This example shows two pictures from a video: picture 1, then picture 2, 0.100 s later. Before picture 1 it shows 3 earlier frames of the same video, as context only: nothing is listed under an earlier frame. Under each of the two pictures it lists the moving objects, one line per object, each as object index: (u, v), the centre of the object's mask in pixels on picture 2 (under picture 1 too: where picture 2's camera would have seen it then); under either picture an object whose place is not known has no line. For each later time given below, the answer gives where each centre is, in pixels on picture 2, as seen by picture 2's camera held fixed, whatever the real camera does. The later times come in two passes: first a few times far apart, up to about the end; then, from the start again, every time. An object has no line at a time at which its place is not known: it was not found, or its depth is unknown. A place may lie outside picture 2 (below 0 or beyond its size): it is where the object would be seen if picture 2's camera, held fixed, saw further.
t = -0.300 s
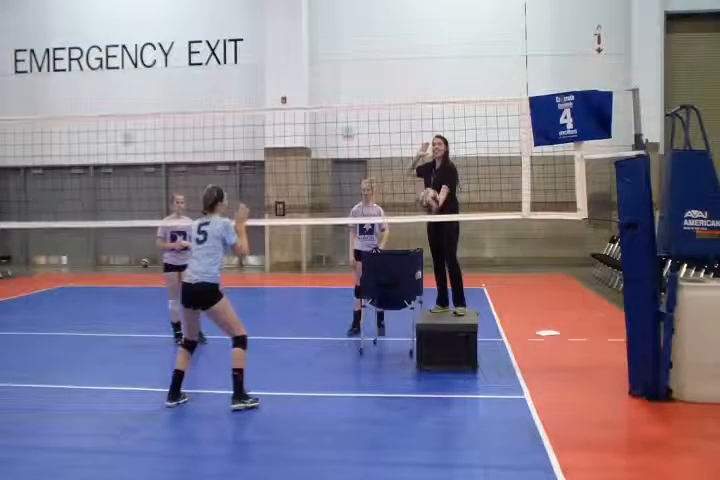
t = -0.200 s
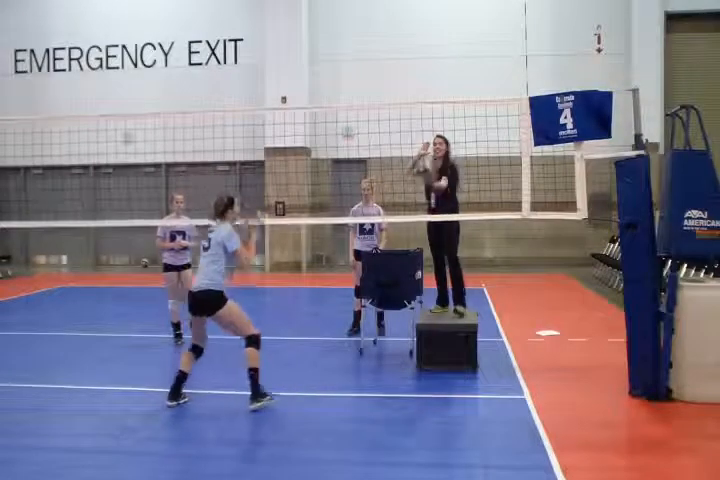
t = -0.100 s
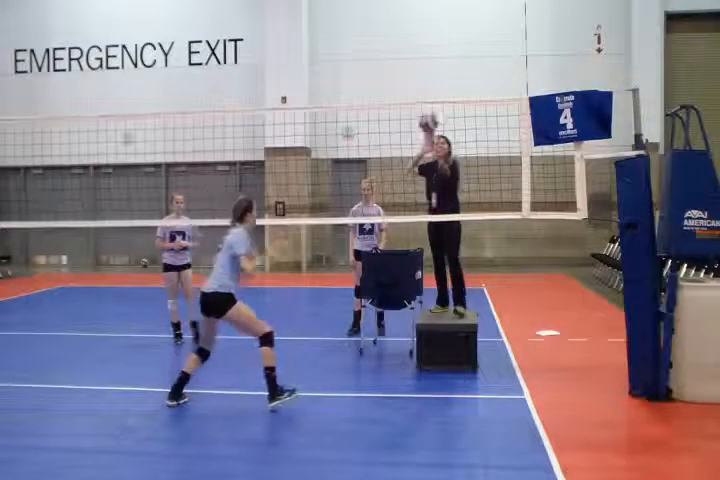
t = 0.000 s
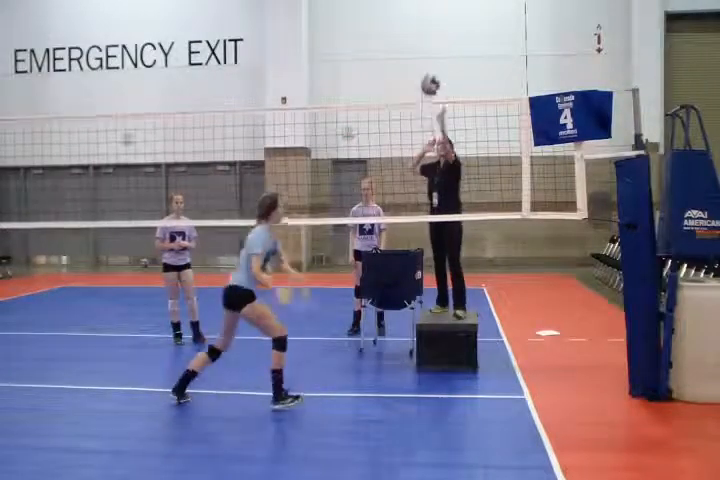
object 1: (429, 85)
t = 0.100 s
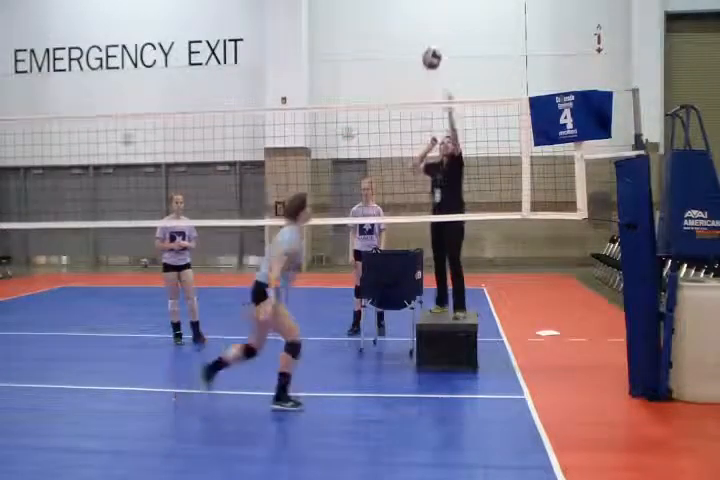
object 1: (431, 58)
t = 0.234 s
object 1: (433, 40)
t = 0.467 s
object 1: (437, 53)
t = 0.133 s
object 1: (432, 52)
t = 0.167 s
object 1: (432, 47)
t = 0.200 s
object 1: (433, 43)
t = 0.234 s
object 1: (433, 40)
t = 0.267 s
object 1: (434, 39)
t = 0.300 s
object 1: (435, 39)
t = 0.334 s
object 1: (435, 39)
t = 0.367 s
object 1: (436, 40)
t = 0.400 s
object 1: (436, 44)
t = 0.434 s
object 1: (437, 48)
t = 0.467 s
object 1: (437, 53)
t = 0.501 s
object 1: (438, 59)
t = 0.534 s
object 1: (438, 67)
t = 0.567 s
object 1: (439, 77)
